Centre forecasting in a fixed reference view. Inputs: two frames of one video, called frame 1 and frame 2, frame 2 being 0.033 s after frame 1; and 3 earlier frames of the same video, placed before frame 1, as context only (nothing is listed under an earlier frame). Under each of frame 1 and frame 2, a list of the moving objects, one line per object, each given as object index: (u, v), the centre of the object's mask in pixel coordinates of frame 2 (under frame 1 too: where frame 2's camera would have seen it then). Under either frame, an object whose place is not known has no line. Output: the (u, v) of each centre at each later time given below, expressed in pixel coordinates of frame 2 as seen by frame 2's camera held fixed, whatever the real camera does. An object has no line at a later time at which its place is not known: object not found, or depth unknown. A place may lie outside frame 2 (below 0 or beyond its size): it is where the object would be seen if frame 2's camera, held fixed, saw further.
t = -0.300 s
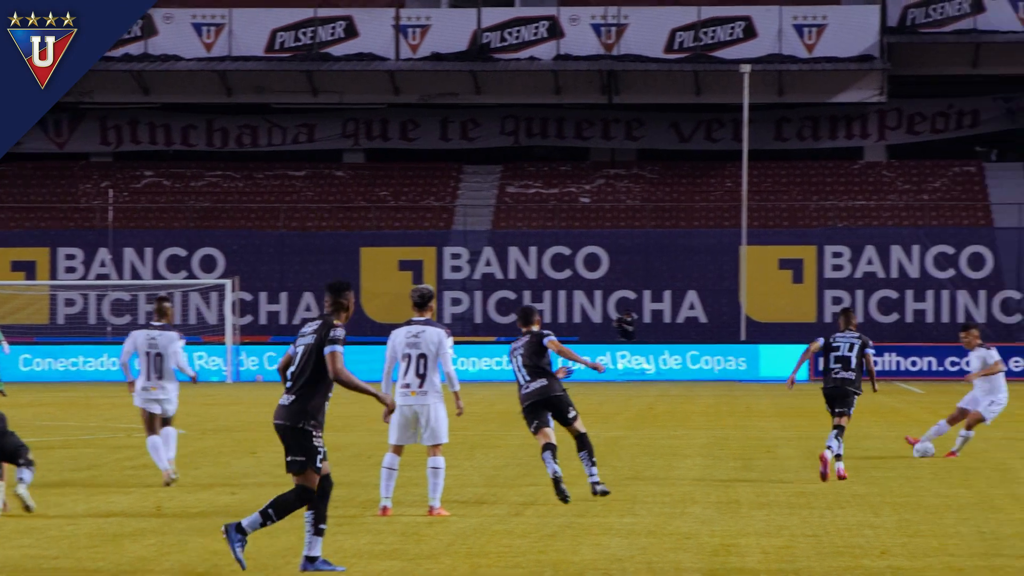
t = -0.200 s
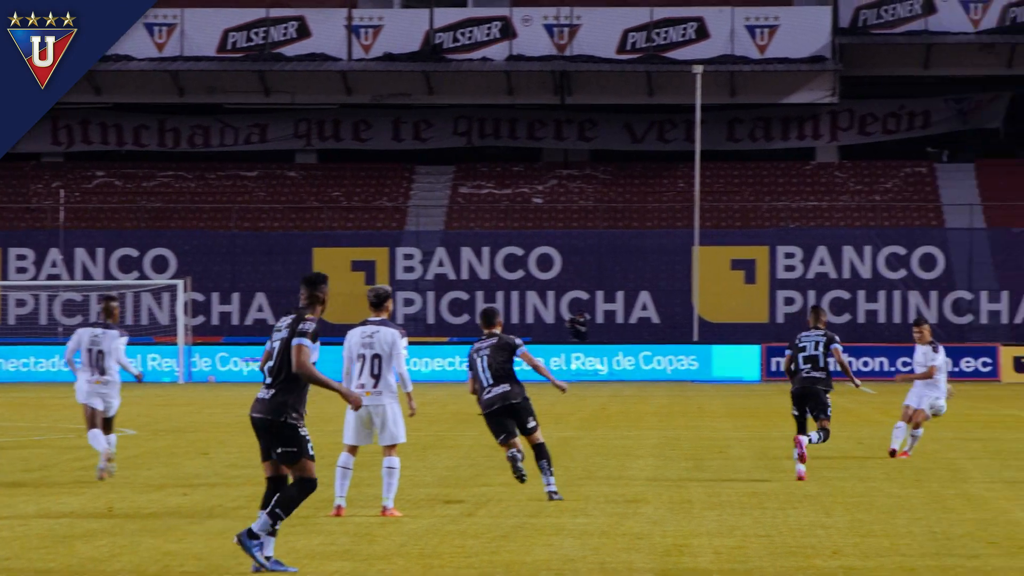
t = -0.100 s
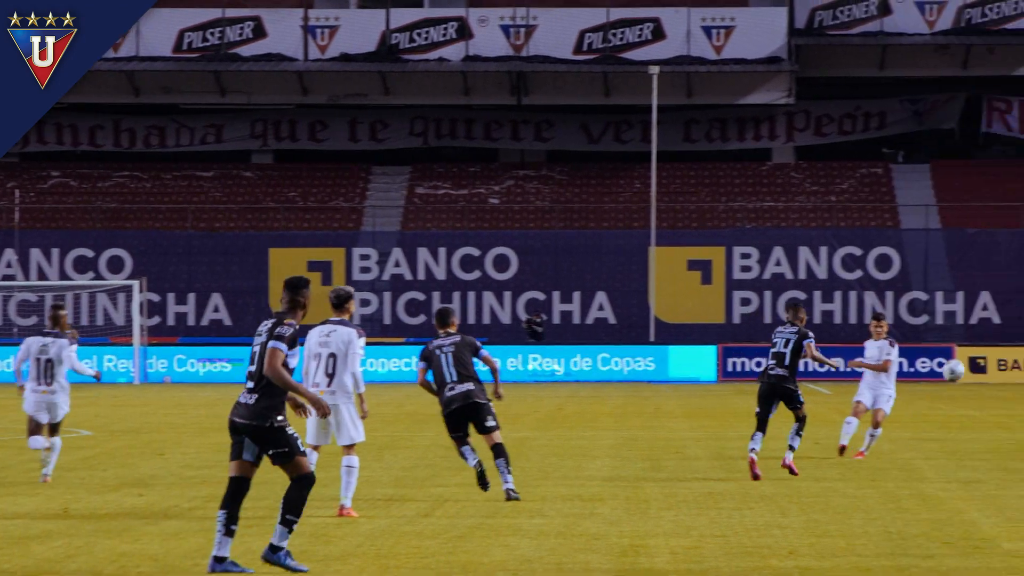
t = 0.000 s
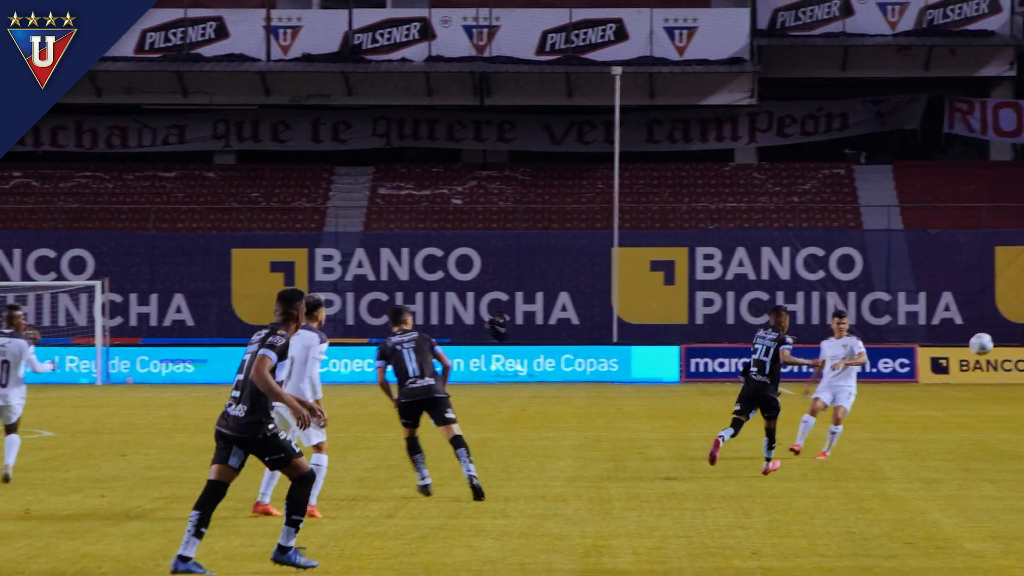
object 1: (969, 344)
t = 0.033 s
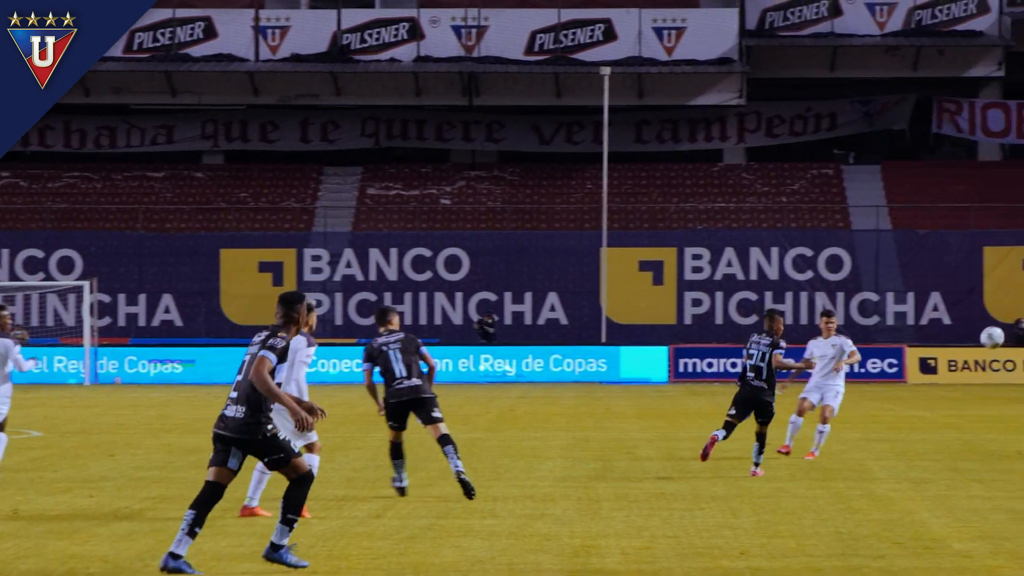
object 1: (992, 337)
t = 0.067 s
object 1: (1016, 332)
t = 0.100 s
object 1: (1040, 327)
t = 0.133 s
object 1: (1065, 324)
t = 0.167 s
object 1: (1091, 321)
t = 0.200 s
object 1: (1119, 320)
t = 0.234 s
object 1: (1147, 321)
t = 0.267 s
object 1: (1176, 323)
